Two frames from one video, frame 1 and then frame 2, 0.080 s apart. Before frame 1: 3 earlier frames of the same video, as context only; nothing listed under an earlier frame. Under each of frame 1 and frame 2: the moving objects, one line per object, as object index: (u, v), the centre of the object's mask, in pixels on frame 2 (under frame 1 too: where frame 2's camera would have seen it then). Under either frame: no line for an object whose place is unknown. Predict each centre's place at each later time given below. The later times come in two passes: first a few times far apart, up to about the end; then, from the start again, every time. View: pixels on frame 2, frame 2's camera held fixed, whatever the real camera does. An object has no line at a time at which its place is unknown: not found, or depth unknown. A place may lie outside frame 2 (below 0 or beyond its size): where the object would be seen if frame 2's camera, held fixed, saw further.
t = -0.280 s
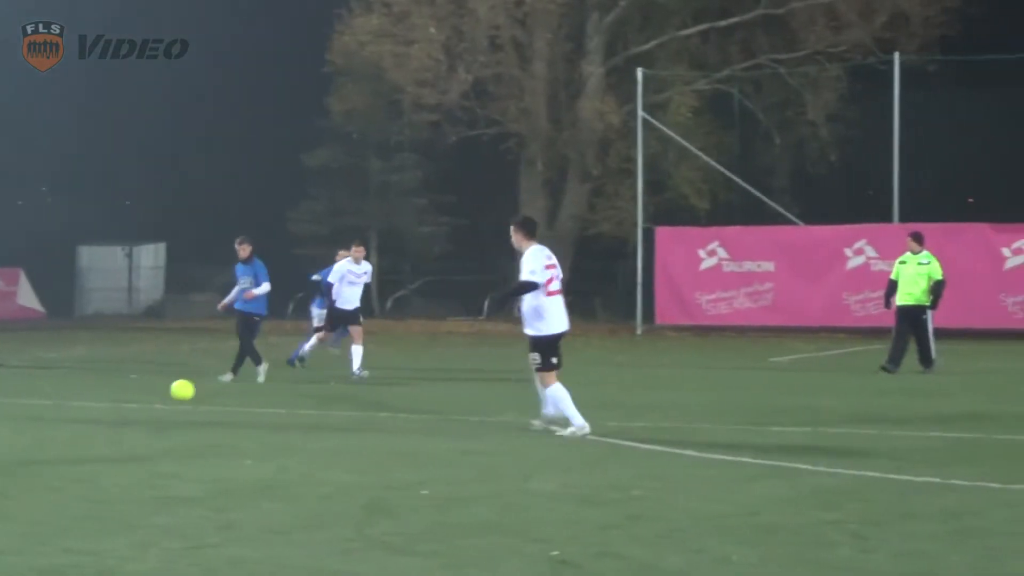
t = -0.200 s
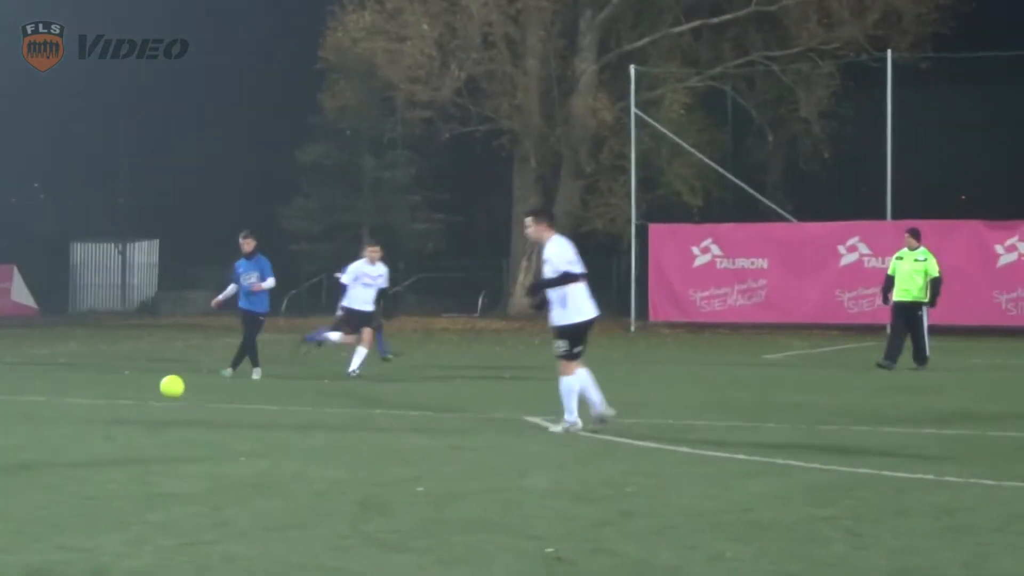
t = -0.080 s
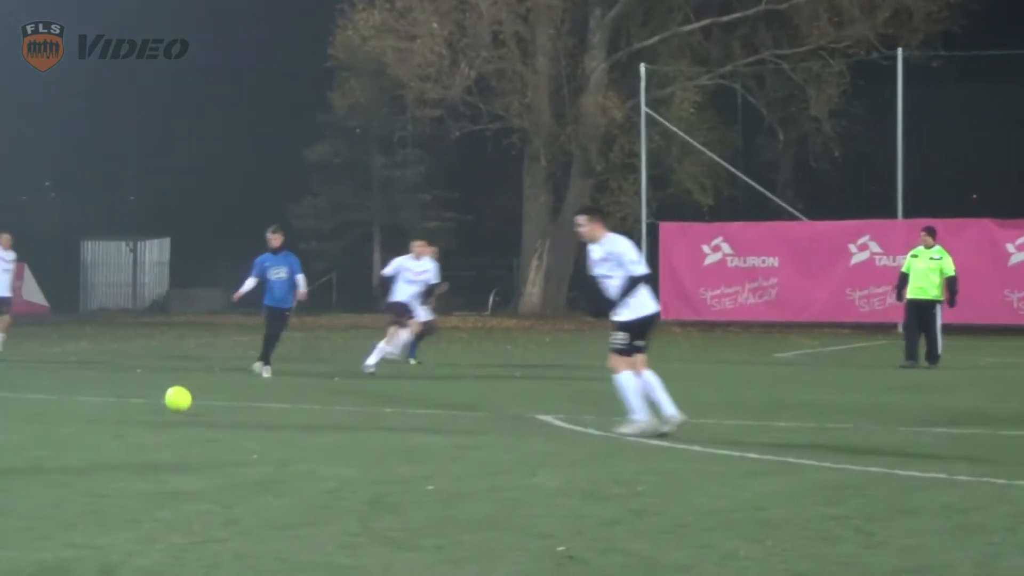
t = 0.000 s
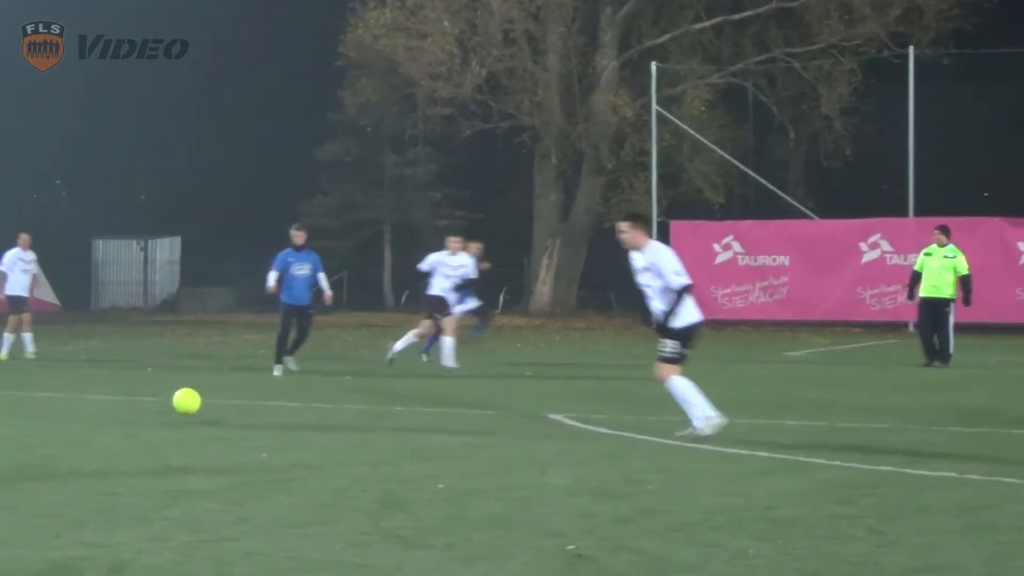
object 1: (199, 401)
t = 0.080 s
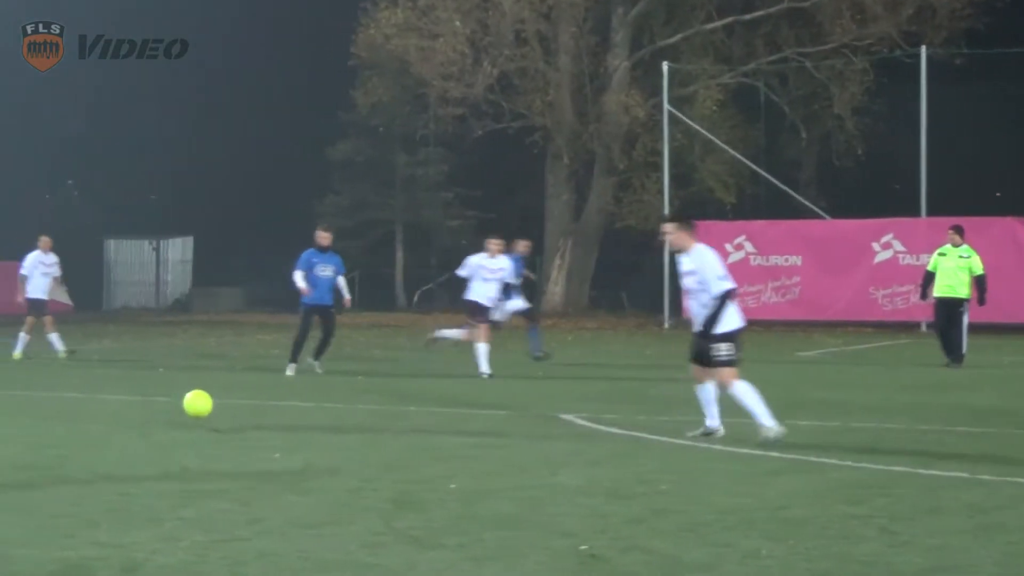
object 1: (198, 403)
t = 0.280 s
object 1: (200, 429)
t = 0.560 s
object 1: (218, 470)
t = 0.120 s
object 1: (197, 408)
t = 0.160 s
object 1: (197, 416)
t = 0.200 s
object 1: (198, 427)
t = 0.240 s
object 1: (198, 430)
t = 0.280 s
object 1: (200, 429)
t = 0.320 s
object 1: (201, 431)
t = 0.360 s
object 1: (203, 435)
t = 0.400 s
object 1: (206, 442)
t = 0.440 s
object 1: (208, 453)
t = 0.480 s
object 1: (209, 466)
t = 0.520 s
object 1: (214, 467)
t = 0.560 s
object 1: (218, 470)
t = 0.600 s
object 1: (221, 474)
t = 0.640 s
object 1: (225, 482)
